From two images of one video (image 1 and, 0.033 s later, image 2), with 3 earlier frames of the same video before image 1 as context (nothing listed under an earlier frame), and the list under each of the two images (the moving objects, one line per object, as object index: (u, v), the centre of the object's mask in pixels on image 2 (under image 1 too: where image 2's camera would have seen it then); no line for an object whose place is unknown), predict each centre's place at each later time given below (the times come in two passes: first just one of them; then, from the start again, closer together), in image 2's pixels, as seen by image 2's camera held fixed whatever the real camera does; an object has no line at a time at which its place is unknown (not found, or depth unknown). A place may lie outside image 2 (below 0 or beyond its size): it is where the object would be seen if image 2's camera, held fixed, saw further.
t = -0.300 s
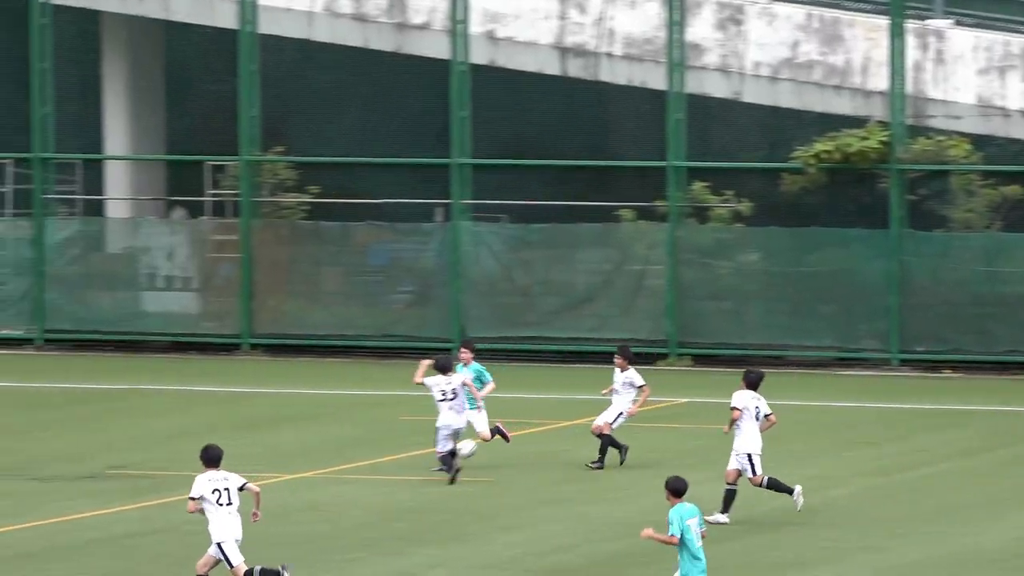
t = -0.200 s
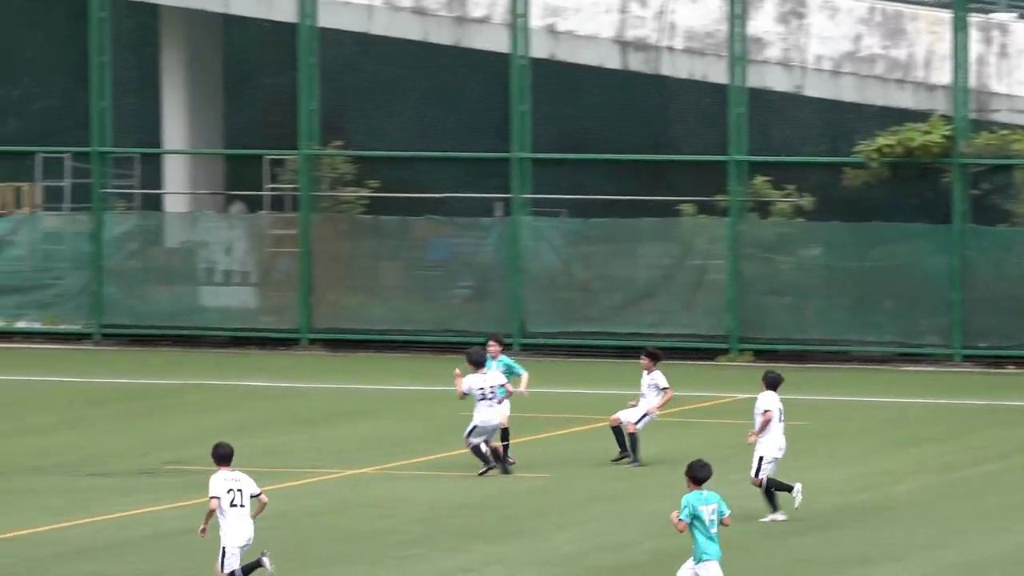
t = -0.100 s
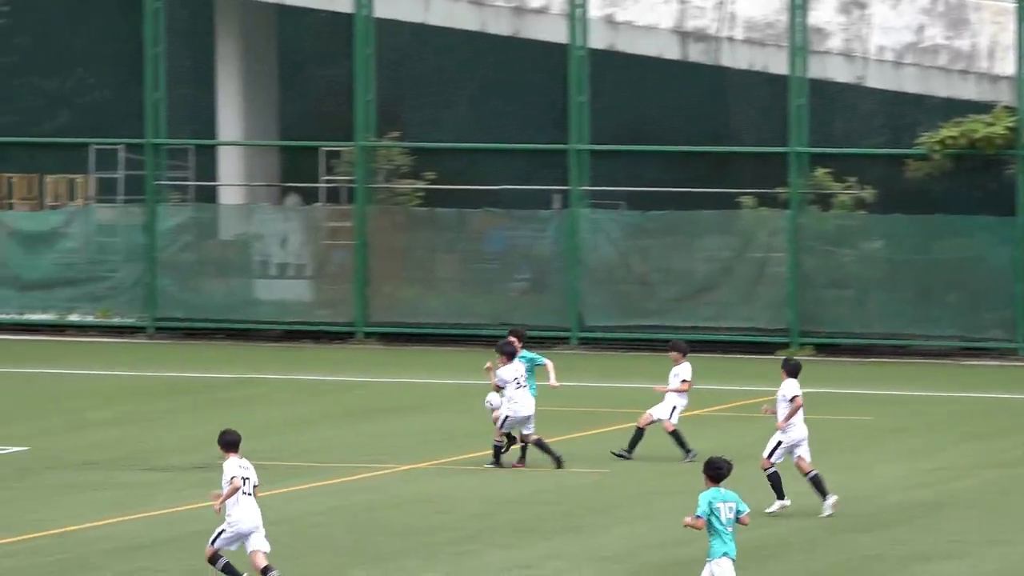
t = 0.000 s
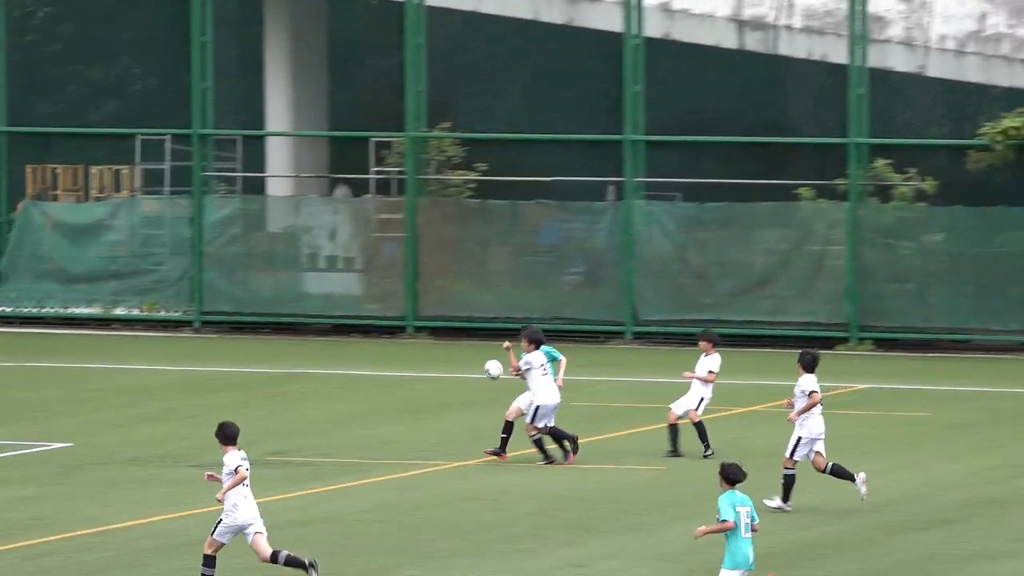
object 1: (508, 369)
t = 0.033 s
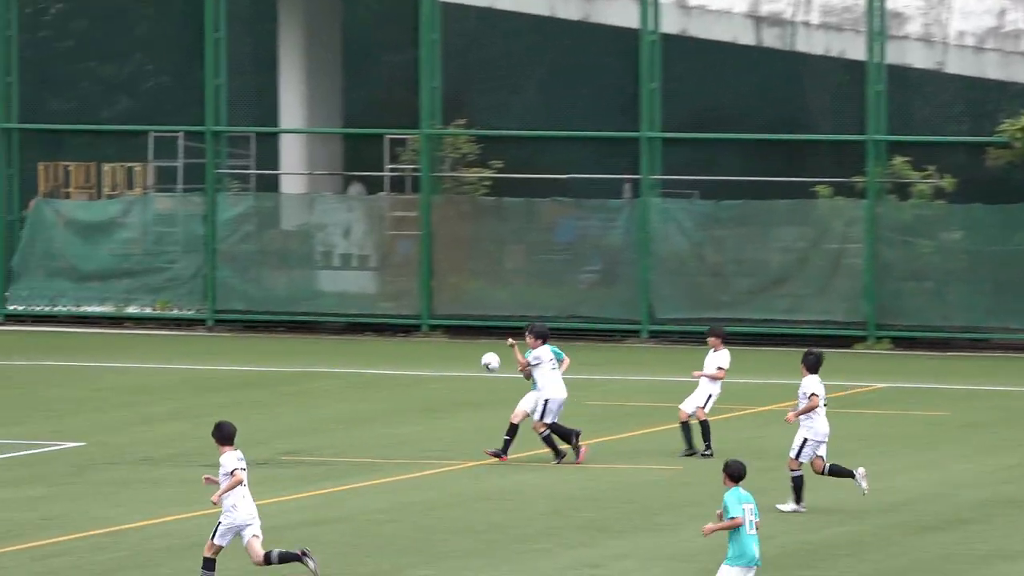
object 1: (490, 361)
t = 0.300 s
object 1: (345, 348)
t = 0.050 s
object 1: (481, 359)
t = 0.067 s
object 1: (472, 356)
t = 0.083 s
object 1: (463, 354)
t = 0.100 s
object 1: (454, 352)
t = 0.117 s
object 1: (445, 350)
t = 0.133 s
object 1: (436, 349)
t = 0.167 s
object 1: (418, 347)
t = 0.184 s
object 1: (409, 346)
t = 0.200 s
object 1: (400, 346)
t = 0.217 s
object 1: (390, 345)
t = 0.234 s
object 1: (382, 345)
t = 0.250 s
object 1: (372, 346)
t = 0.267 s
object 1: (363, 346)
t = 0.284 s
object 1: (354, 347)
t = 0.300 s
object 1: (345, 348)
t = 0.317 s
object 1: (336, 350)
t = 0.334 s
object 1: (327, 351)
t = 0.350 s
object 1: (318, 353)
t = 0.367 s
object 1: (308, 355)
